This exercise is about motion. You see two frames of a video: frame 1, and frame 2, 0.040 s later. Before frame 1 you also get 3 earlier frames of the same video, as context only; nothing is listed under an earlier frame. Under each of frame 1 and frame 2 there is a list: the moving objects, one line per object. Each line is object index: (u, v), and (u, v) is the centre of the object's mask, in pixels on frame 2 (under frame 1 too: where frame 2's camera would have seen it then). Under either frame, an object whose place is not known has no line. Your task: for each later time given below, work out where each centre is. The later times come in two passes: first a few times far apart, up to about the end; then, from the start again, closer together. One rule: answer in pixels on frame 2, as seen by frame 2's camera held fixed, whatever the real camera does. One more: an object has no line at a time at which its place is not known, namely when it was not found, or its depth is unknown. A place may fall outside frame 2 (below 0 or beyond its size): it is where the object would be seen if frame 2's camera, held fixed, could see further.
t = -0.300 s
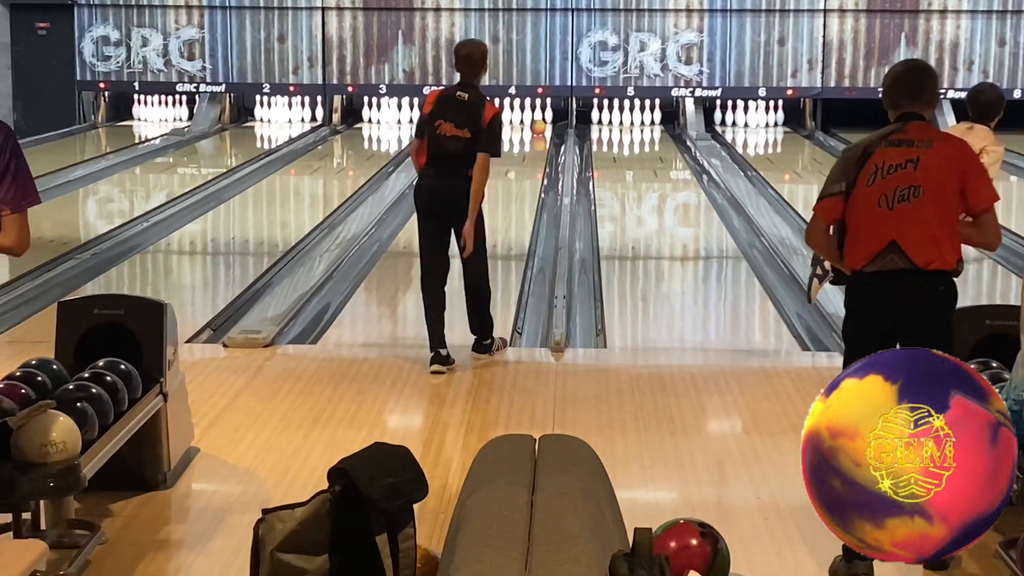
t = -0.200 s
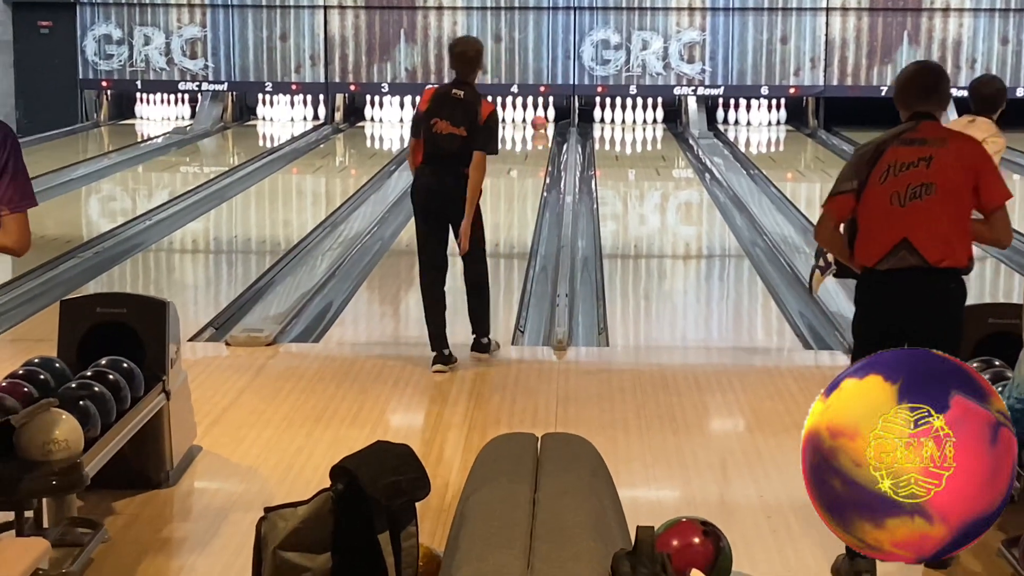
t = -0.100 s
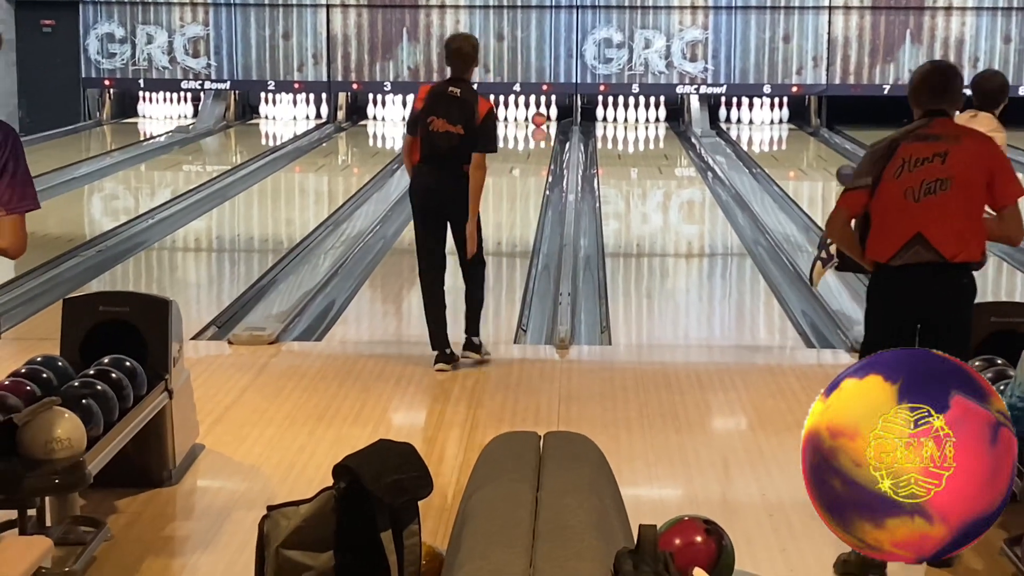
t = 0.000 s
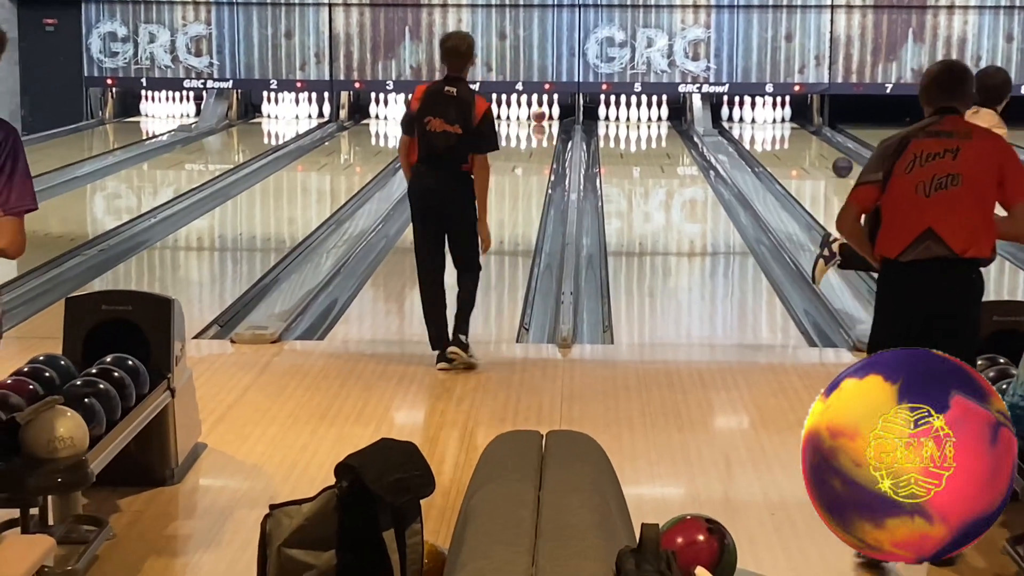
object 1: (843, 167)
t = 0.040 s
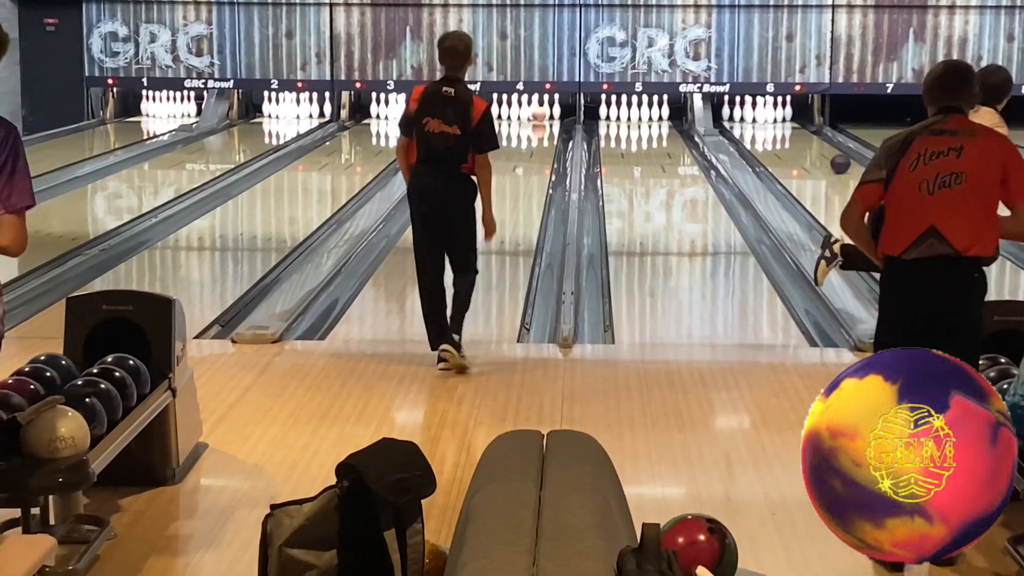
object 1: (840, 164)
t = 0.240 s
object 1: (827, 153)
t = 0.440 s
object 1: (816, 142)
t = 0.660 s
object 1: (802, 133)
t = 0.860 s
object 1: (787, 125)
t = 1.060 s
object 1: (770, 119)
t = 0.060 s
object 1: (839, 162)
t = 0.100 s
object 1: (837, 161)
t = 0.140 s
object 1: (834, 158)
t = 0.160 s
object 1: (833, 157)
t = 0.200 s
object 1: (830, 156)
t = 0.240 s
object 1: (827, 153)
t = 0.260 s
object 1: (826, 152)
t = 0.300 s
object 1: (824, 151)
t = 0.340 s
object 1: (822, 147)
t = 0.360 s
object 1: (821, 147)
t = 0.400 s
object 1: (819, 145)
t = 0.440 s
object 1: (816, 142)
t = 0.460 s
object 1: (815, 142)
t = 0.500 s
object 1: (813, 141)
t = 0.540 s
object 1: (810, 139)
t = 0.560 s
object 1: (808, 138)
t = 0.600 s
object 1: (806, 136)
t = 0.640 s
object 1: (803, 134)
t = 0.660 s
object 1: (802, 133)
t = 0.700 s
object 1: (799, 132)
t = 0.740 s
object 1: (796, 129)
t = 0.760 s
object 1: (794, 129)
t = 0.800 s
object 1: (792, 128)
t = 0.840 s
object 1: (788, 126)
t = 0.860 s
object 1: (787, 125)
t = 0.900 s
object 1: (783, 124)
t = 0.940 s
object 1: (780, 123)
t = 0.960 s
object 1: (778, 122)
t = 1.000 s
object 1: (776, 121)
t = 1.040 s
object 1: (771, 119)
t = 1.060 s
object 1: (770, 119)
